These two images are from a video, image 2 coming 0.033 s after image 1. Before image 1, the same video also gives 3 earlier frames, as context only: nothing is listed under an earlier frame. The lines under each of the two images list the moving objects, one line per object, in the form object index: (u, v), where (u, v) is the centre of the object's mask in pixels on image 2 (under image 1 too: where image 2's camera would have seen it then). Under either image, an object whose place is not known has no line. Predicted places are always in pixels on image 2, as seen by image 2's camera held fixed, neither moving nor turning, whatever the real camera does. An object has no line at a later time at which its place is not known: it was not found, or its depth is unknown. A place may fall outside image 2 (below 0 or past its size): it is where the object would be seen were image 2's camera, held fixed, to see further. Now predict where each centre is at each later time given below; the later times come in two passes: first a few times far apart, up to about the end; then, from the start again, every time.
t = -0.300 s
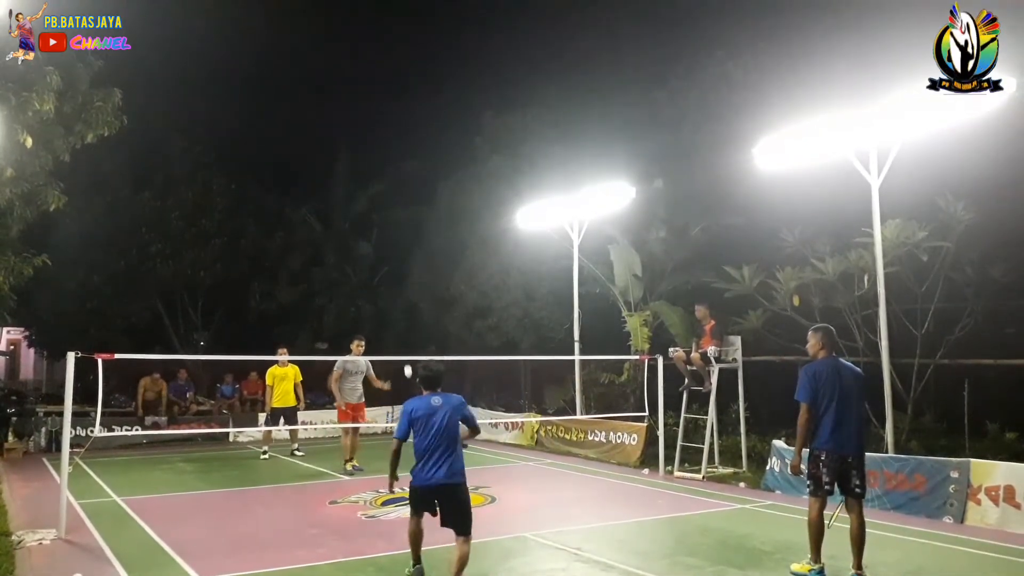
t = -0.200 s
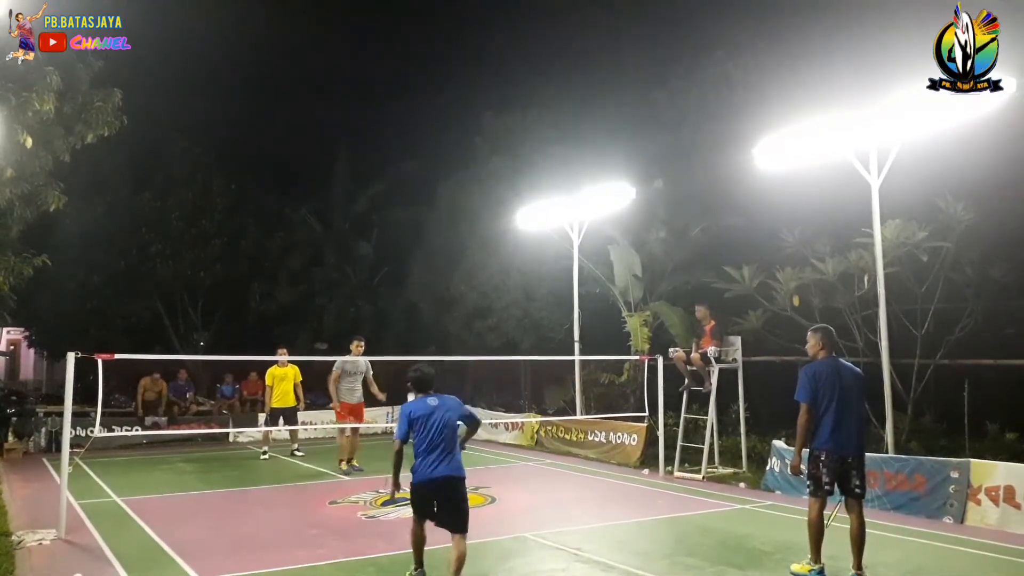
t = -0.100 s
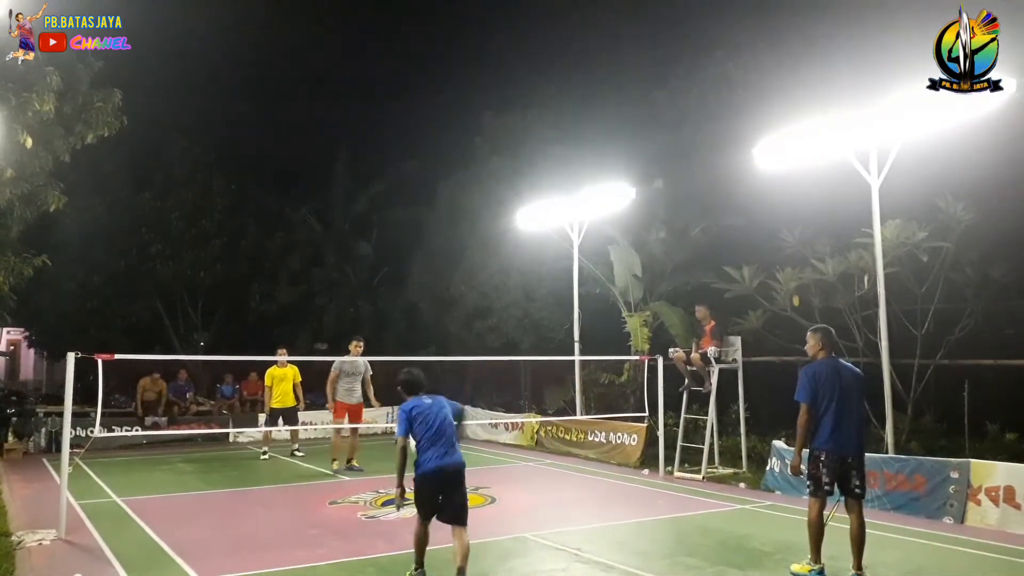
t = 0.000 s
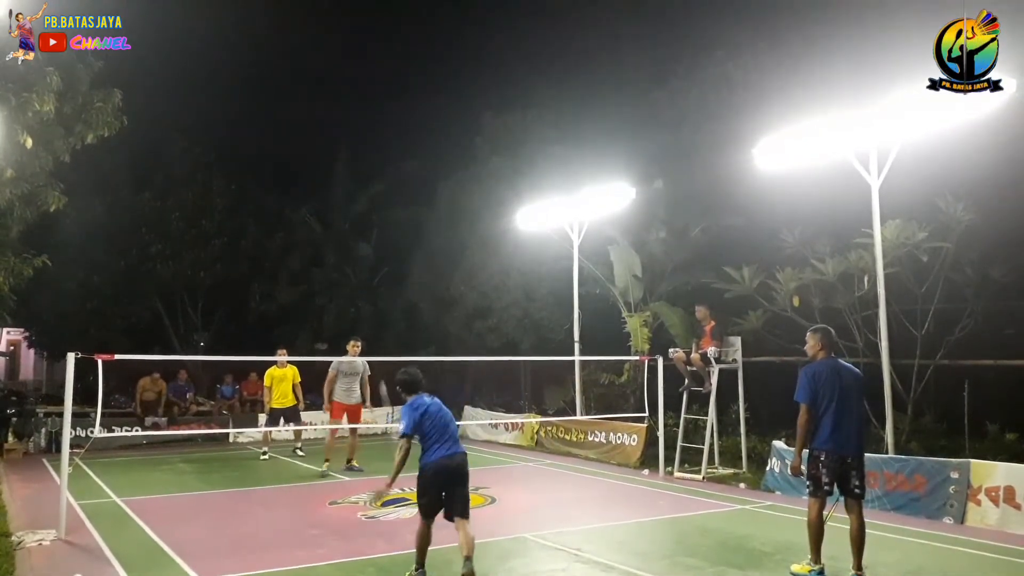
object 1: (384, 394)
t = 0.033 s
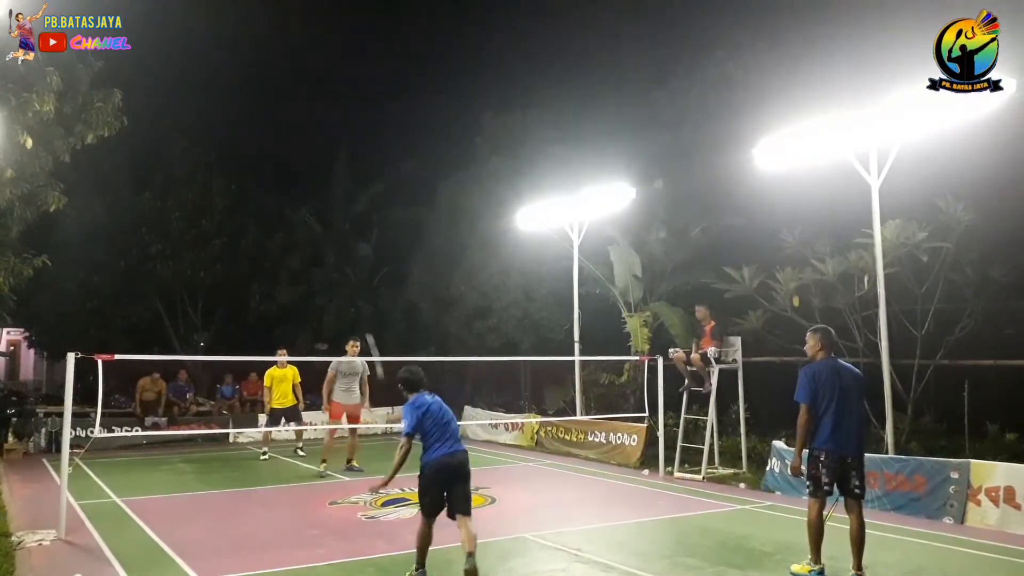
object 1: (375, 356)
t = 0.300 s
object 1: (308, 184)
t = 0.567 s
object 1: (283, 153)
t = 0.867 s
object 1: (269, 180)
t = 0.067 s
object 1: (360, 315)
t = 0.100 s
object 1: (348, 284)
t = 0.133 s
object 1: (339, 257)
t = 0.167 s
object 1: (331, 236)
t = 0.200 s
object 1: (324, 219)
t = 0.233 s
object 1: (318, 206)
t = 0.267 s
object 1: (313, 194)
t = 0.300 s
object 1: (308, 184)
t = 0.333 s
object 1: (304, 176)
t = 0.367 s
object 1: (300, 170)
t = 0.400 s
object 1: (296, 164)
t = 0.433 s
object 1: (293, 160)
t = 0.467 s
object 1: (289, 157)
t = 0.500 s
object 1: (287, 155)
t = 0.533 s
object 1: (285, 154)
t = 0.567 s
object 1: (283, 153)
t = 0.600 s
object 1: (281, 154)
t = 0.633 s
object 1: (279, 155)
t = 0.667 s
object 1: (277, 157)
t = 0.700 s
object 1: (275, 160)
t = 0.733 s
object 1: (274, 162)
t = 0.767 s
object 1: (273, 166)
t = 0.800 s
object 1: (271, 170)
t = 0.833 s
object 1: (270, 175)
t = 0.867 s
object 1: (269, 180)
